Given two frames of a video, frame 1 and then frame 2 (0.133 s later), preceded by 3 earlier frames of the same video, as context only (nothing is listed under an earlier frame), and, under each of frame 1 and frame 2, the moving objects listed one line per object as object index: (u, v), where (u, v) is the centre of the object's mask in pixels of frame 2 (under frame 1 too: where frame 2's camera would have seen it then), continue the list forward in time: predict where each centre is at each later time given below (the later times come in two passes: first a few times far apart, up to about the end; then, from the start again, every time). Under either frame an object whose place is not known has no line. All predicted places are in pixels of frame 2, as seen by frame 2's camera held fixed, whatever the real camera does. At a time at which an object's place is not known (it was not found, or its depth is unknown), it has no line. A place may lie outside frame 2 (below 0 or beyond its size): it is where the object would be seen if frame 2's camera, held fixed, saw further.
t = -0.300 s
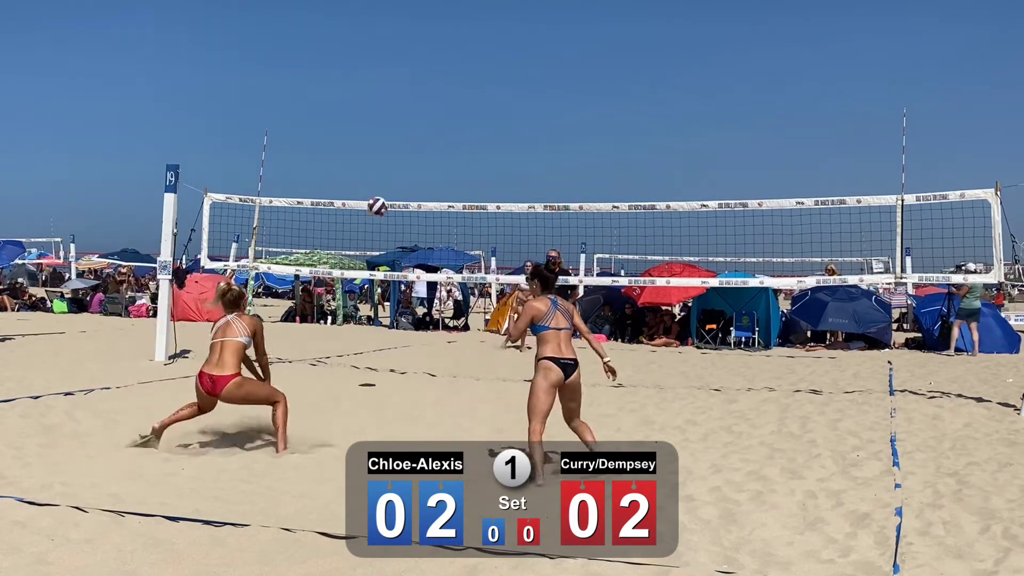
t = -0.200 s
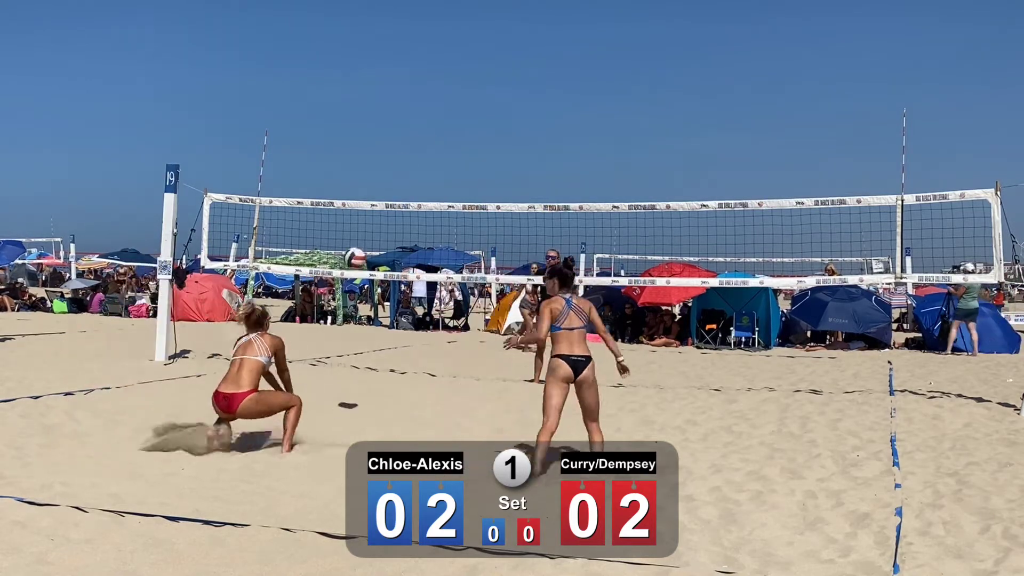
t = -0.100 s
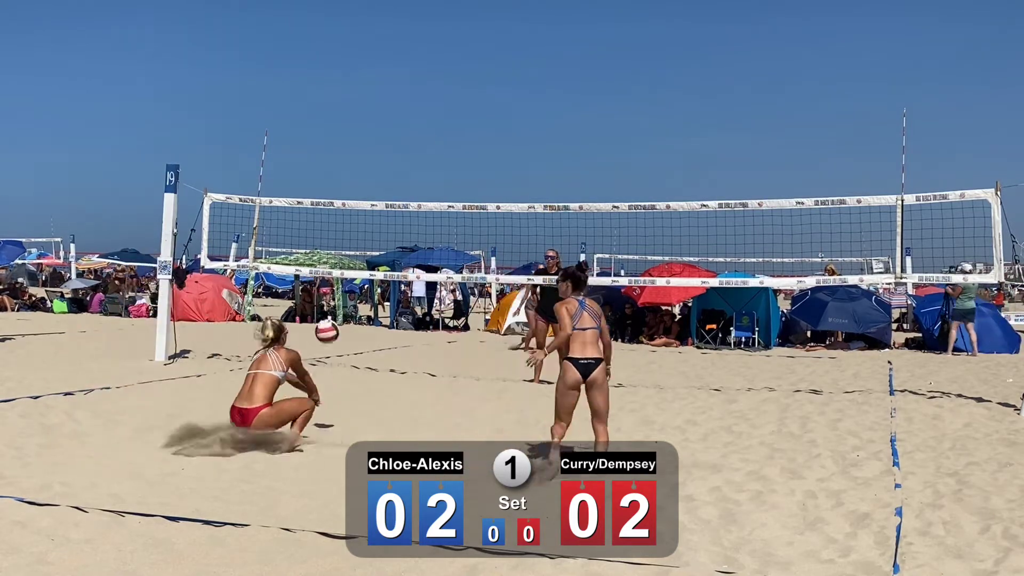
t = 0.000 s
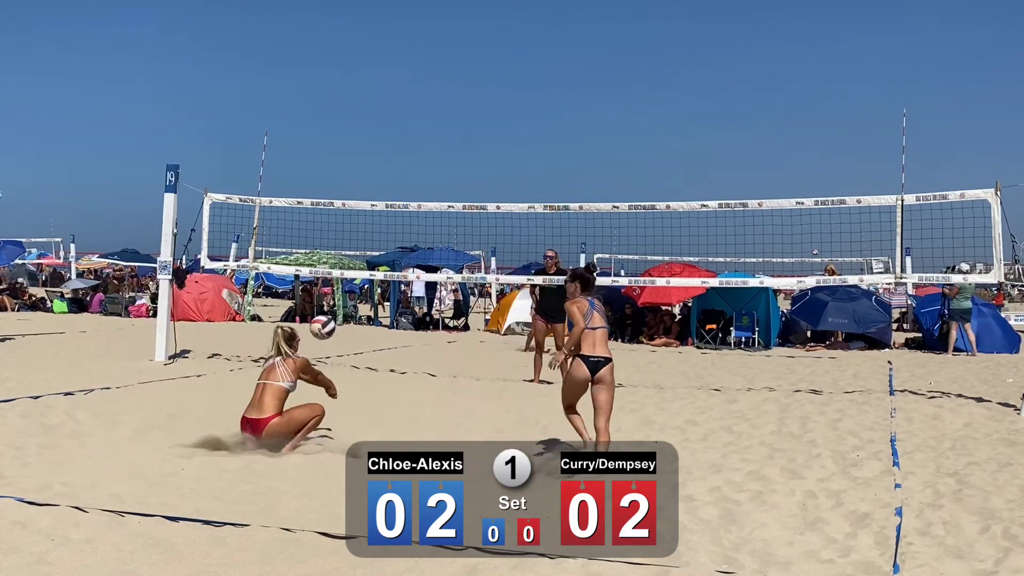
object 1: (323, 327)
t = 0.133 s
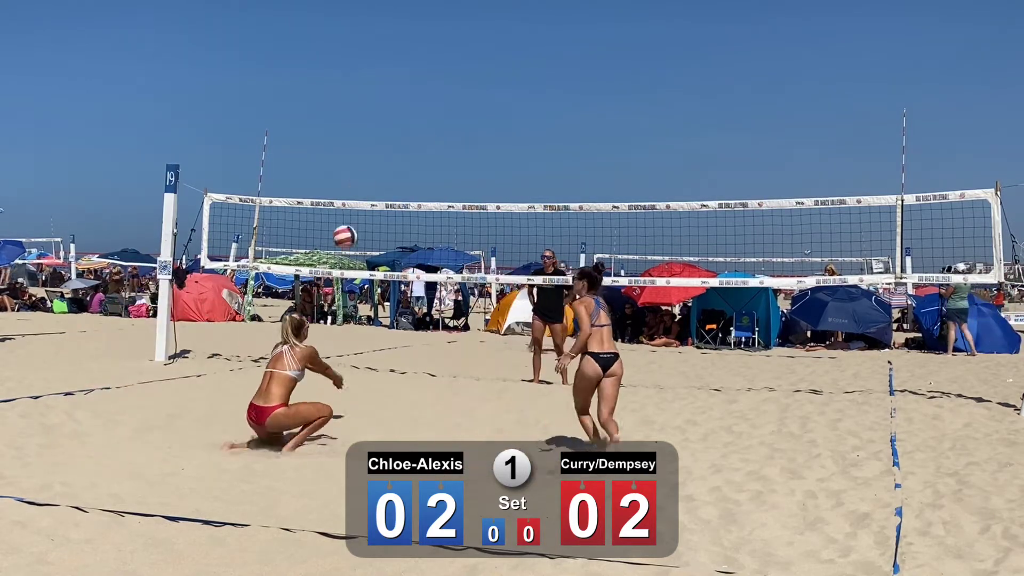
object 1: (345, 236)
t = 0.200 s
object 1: (356, 201)
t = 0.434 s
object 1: (391, 118)
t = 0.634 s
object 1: (418, 98)
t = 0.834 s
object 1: (443, 120)
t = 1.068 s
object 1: (471, 194)
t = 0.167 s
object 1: (350, 218)
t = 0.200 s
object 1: (356, 201)
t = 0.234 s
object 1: (361, 185)
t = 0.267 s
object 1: (366, 170)
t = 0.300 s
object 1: (371, 158)
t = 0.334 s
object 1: (376, 146)
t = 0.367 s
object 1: (381, 135)
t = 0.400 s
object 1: (386, 126)
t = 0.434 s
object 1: (391, 118)
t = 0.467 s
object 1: (395, 112)
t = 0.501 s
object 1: (400, 107)
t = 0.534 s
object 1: (404, 103)
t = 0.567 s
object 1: (409, 100)
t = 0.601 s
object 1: (413, 98)
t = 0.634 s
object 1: (418, 98)
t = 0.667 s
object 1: (422, 99)
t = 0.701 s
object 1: (427, 101)
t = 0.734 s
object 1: (431, 104)
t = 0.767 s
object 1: (435, 108)
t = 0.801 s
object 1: (439, 114)
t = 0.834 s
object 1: (443, 120)
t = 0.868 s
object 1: (448, 127)
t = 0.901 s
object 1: (452, 136)
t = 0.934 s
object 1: (456, 146)
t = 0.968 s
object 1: (460, 156)
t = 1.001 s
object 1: (463, 168)
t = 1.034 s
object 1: (468, 180)
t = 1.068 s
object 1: (471, 194)
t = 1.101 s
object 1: (475, 208)
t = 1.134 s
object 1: (479, 223)
